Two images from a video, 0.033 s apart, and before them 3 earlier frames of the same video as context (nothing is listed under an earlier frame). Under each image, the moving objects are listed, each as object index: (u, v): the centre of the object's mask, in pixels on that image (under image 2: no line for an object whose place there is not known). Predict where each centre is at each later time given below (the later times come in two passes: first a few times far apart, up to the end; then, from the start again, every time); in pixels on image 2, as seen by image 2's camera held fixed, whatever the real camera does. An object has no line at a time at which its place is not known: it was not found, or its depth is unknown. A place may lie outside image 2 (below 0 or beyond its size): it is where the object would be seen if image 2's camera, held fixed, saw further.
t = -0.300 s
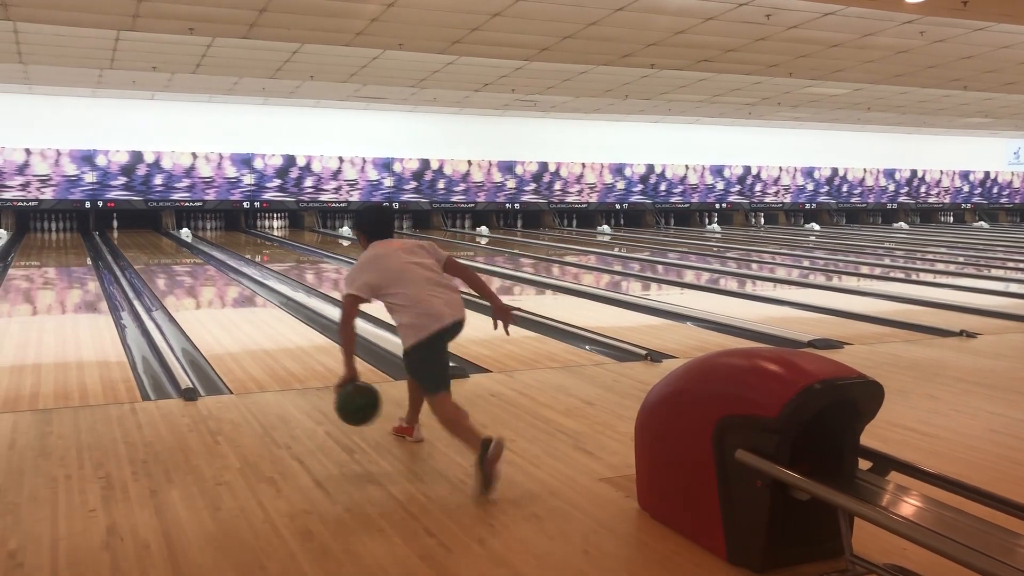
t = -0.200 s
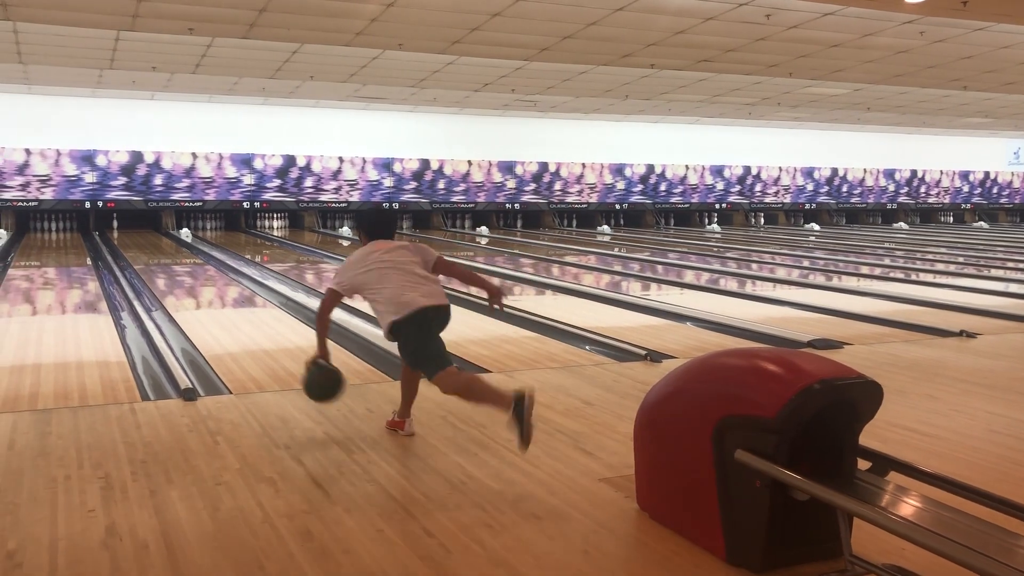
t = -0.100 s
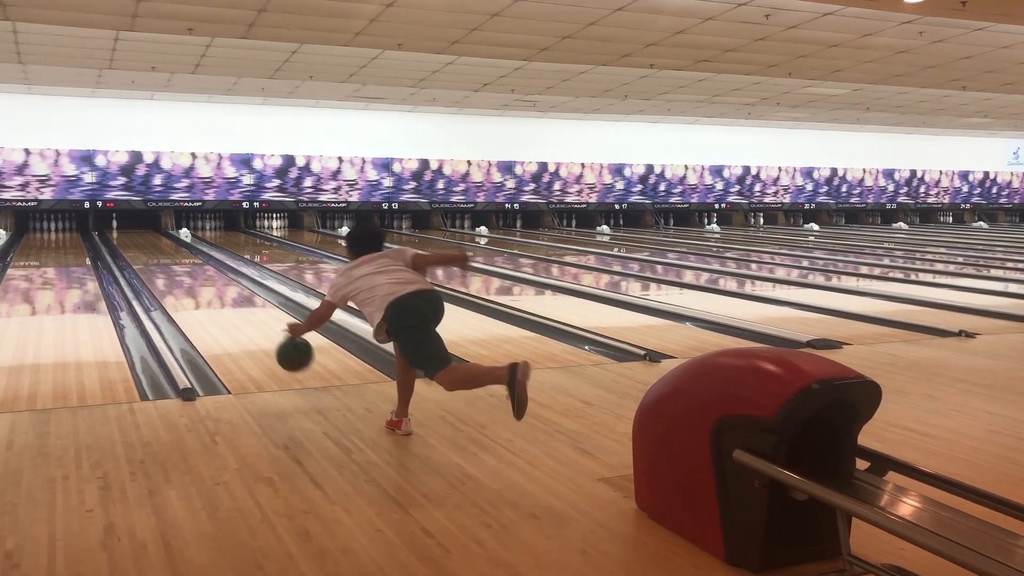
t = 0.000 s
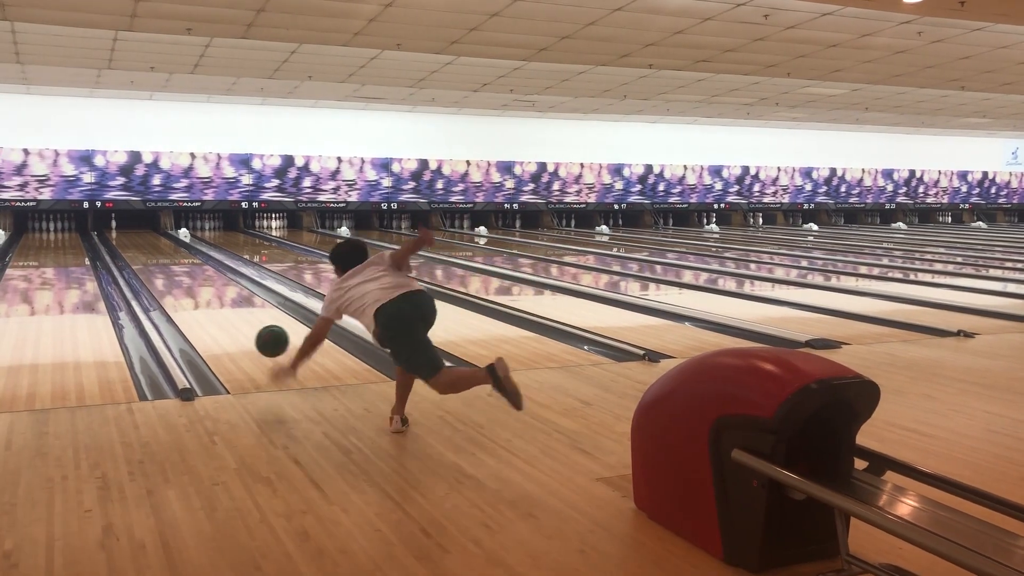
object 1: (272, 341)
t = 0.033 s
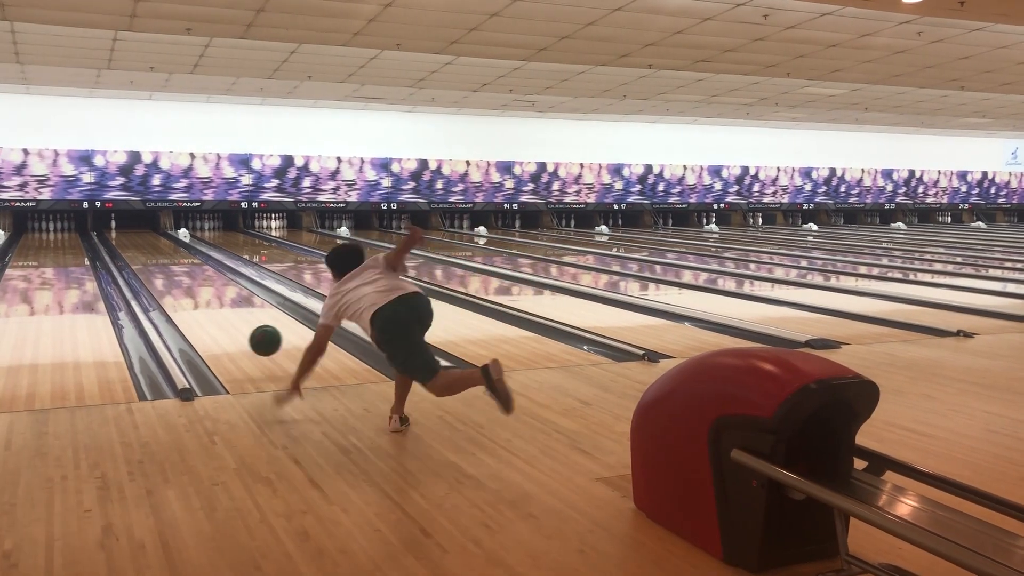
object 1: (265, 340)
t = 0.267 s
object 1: (231, 327)
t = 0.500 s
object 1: (206, 304)
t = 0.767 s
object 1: (187, 285)
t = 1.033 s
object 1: (172, 271)
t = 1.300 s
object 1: (161, 260)
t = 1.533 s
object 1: (153, 251)
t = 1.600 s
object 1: (150, 249)
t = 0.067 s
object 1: (259, 341)
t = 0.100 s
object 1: (254, 344)
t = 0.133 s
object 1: (249, 346)
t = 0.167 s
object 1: (244, 339)
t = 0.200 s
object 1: (239, 334)
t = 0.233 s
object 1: (235, 330)
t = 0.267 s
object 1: (231, 327)
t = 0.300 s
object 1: (227, 324)
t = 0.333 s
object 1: (223, 320)
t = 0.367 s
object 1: (219, 317)
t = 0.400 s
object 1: (216, 313)
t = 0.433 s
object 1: (212, 310)
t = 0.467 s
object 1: (210, 307)
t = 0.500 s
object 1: (206, 304)
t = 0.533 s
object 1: (204, 301)
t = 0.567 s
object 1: (201, 298)
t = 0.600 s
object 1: (198, 296)
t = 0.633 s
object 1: (196, 293)
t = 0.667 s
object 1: (194, 291)
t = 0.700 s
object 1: (191, 289)
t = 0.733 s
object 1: (189, 287)
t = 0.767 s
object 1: (187, 285)
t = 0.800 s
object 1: (185, 283)
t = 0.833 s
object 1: (183, 281)
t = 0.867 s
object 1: (181, 279)
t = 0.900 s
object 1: (179, 277)
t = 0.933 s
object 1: (177, 275)
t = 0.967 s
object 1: (175, 274)
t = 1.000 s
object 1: (174, 272)
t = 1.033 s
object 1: (172, 271)
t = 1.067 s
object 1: (170, 269)
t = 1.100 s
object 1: (169, 267)
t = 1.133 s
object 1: (167, 266)
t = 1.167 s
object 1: (166, 264)
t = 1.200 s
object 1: (164, 263)
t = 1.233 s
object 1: (163, 262)
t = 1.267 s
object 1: (162, 261)
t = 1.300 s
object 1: (161, 260)
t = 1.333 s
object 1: (159, 258)
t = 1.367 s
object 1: (158, 258)
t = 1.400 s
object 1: (157, 257)
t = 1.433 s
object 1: (156, 255)
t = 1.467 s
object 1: (155, 253)
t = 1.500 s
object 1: (154, 252)
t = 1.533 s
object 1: (153, 251)
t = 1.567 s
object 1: (152, 250)
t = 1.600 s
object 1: (150, 249)
